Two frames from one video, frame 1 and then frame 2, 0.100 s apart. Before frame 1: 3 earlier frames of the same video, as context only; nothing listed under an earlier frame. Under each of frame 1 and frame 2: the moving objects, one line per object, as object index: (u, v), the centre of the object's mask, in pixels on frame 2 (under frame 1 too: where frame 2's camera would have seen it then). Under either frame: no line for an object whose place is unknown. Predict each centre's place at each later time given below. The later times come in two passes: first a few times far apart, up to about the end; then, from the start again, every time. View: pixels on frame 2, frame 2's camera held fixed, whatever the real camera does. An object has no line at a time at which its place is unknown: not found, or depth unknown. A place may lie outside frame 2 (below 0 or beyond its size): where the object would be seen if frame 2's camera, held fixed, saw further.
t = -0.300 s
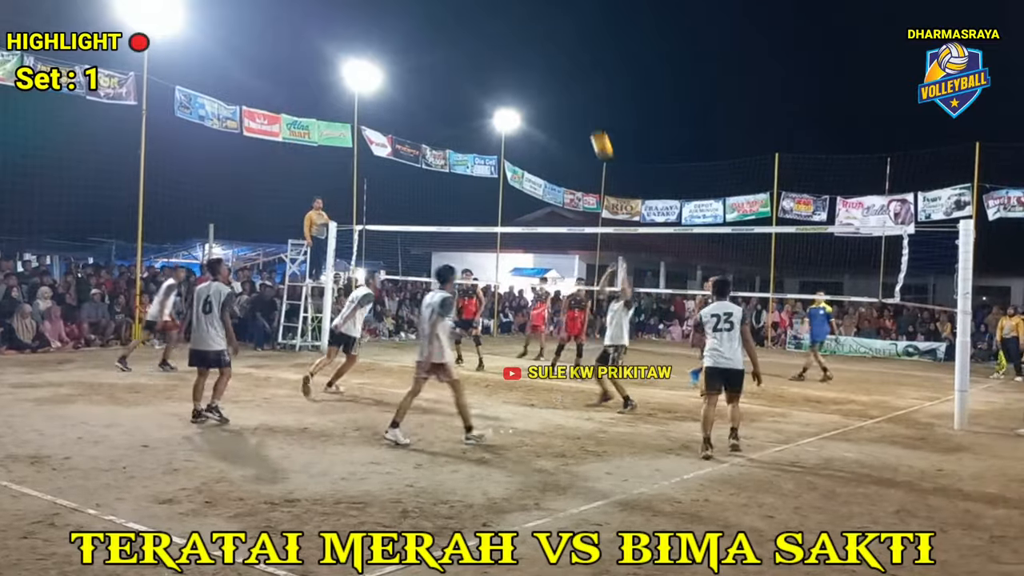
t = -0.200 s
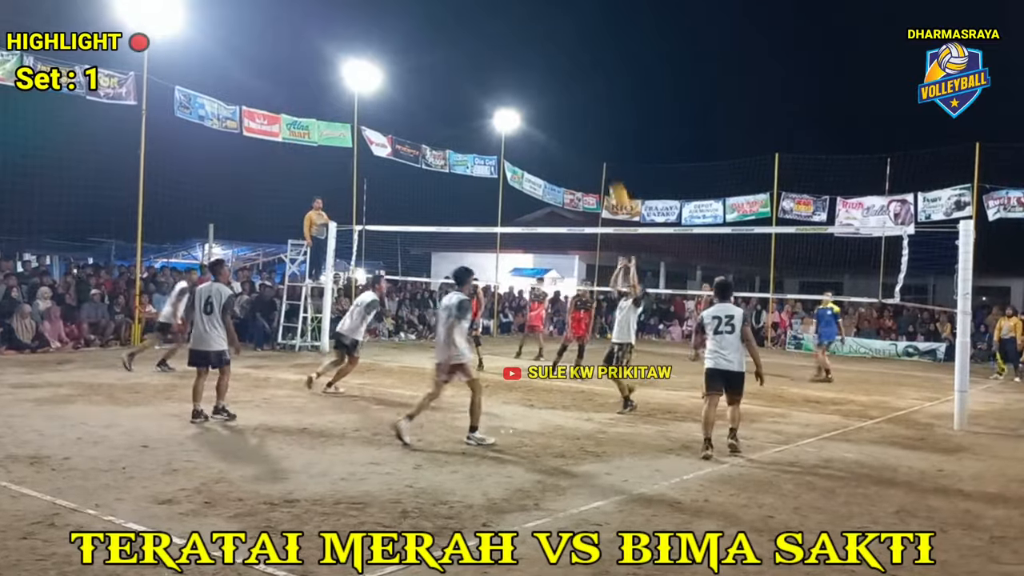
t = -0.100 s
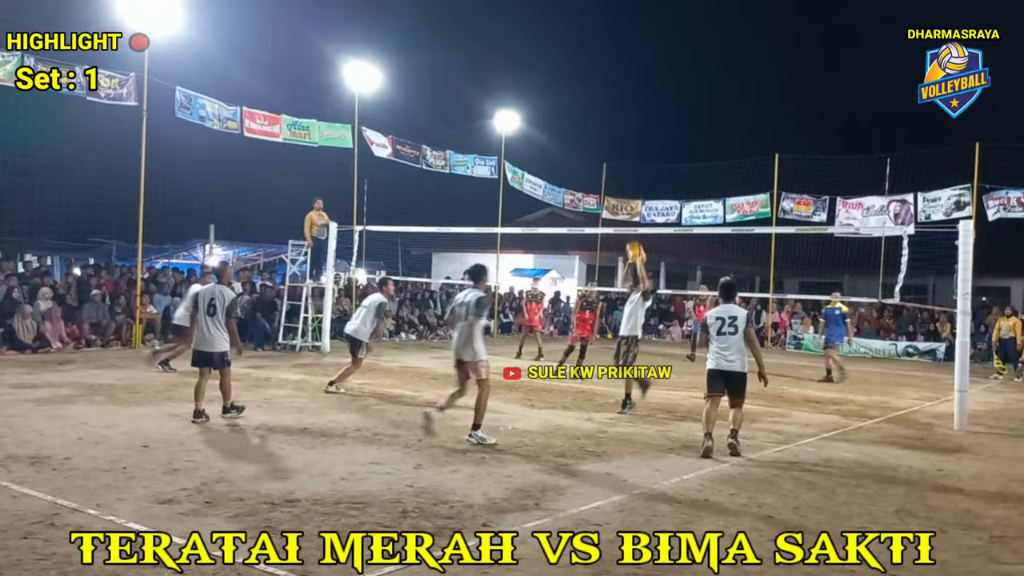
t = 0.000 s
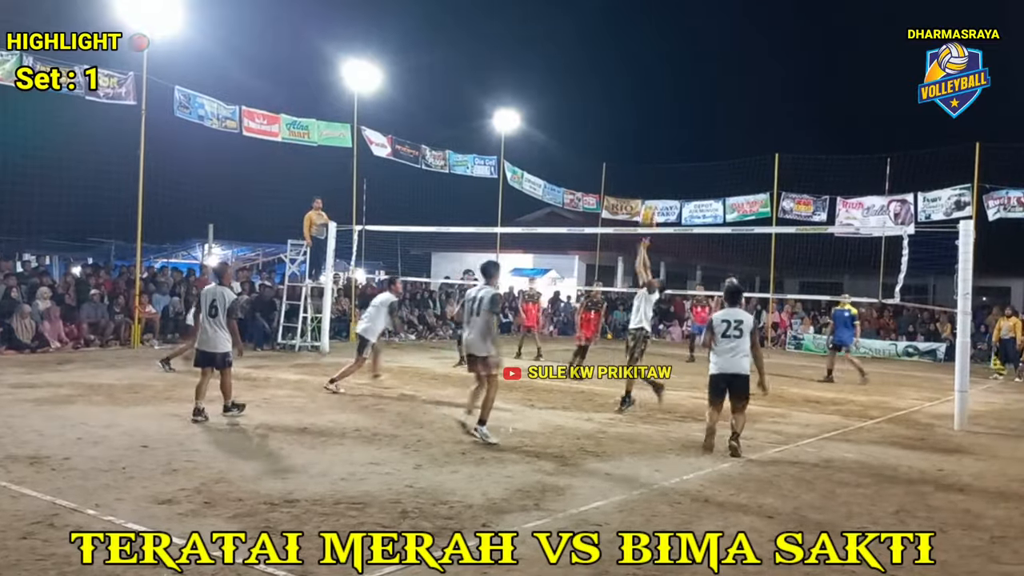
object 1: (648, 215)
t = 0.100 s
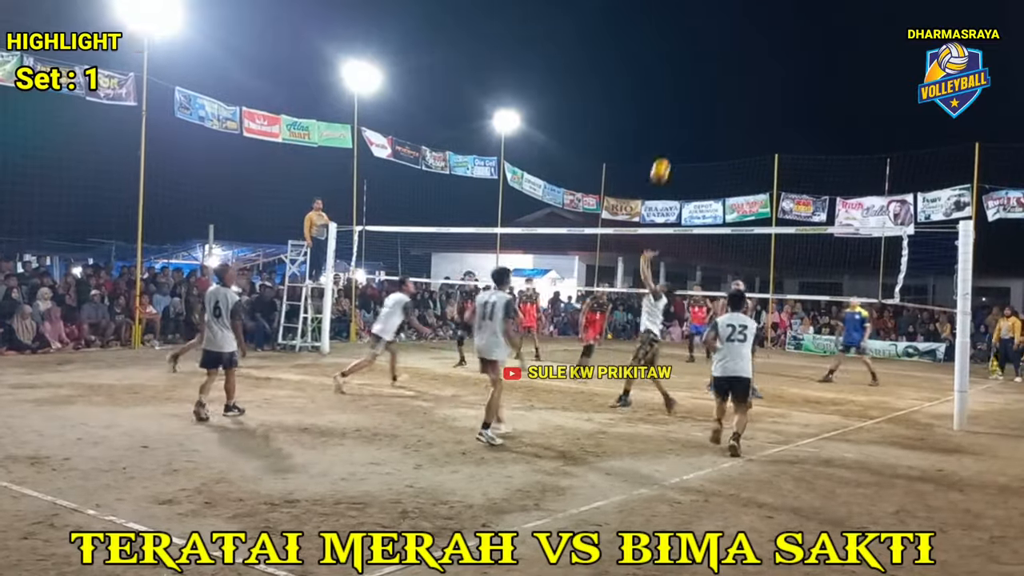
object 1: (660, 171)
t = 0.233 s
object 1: (675, 123)
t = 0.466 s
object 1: (700, 74)
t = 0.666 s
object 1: (719, 65)
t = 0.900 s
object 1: (739, 94)
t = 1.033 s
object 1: (748, 128)
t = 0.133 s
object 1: (664, 158)
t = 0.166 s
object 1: (667, 145)
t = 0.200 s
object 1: (672, 133)
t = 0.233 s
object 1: (675, 123)
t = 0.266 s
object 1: (679, 113)
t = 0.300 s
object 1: (683, 104)
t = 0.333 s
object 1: (686, 97)
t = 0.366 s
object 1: (690, 90)
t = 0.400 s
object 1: (693, 83)
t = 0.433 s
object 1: (697, 78)
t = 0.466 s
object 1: (700, 74)
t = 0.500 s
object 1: (703, 70)
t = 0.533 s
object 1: (707, 67)
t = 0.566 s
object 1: (710, 66)
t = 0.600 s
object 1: (713, 65)
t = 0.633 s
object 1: (716, 65)
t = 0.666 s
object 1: (719, 65)
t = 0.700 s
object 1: (722, 67)
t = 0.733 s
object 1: (725, 69)
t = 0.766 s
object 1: (728, 72)
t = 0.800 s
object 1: (731, 77)
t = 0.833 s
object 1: (733, 80)
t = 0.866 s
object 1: (737, 88)
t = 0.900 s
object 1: (739, 94)
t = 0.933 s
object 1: (741, 101)
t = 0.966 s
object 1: (744, 109)
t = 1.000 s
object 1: (746, 118)
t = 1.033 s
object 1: (748, 128)
